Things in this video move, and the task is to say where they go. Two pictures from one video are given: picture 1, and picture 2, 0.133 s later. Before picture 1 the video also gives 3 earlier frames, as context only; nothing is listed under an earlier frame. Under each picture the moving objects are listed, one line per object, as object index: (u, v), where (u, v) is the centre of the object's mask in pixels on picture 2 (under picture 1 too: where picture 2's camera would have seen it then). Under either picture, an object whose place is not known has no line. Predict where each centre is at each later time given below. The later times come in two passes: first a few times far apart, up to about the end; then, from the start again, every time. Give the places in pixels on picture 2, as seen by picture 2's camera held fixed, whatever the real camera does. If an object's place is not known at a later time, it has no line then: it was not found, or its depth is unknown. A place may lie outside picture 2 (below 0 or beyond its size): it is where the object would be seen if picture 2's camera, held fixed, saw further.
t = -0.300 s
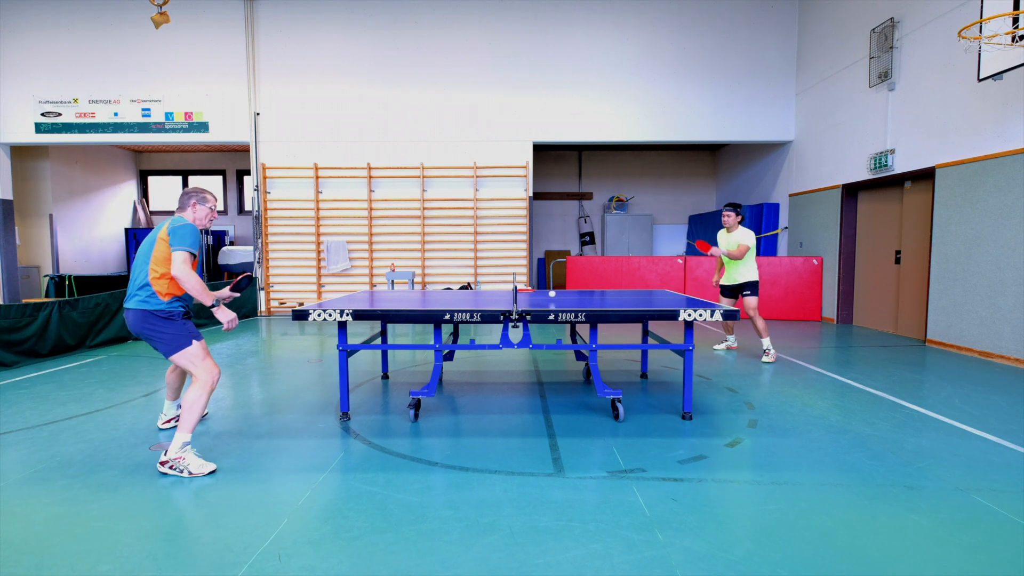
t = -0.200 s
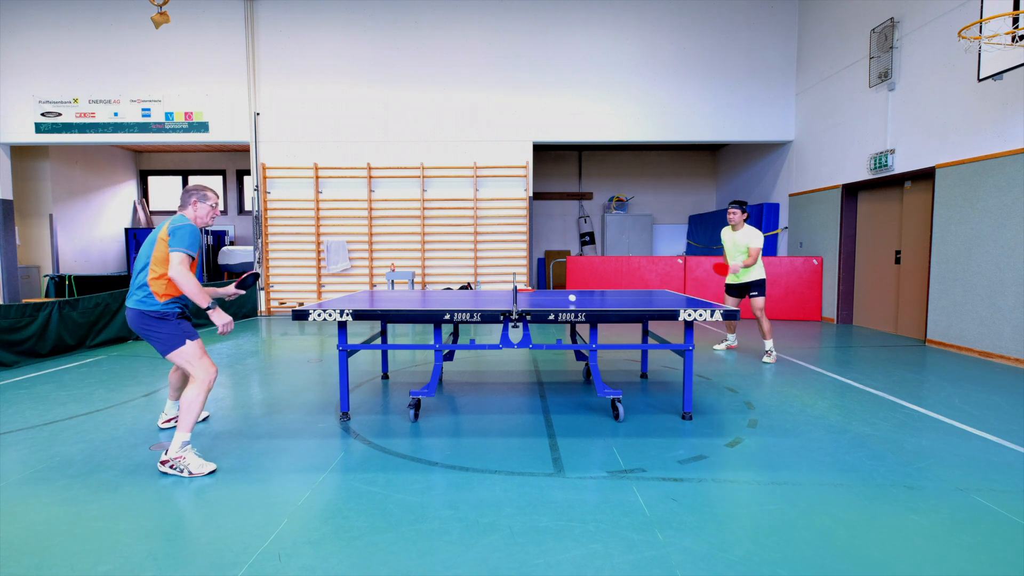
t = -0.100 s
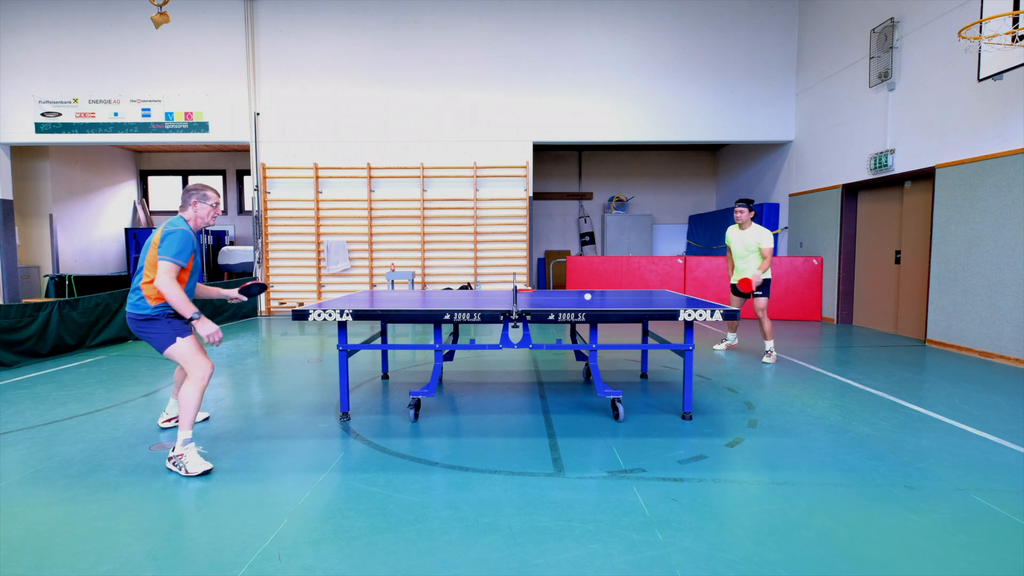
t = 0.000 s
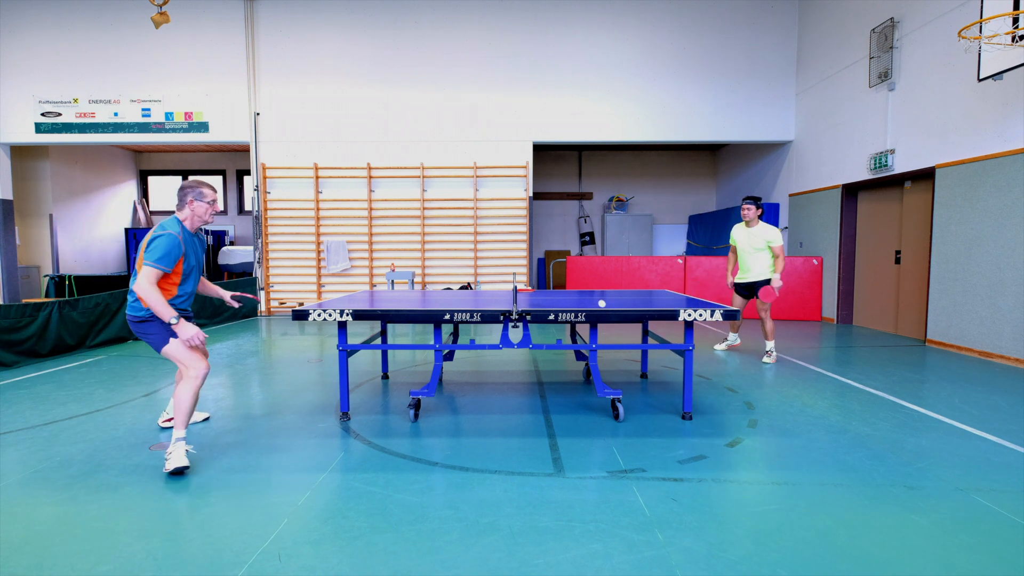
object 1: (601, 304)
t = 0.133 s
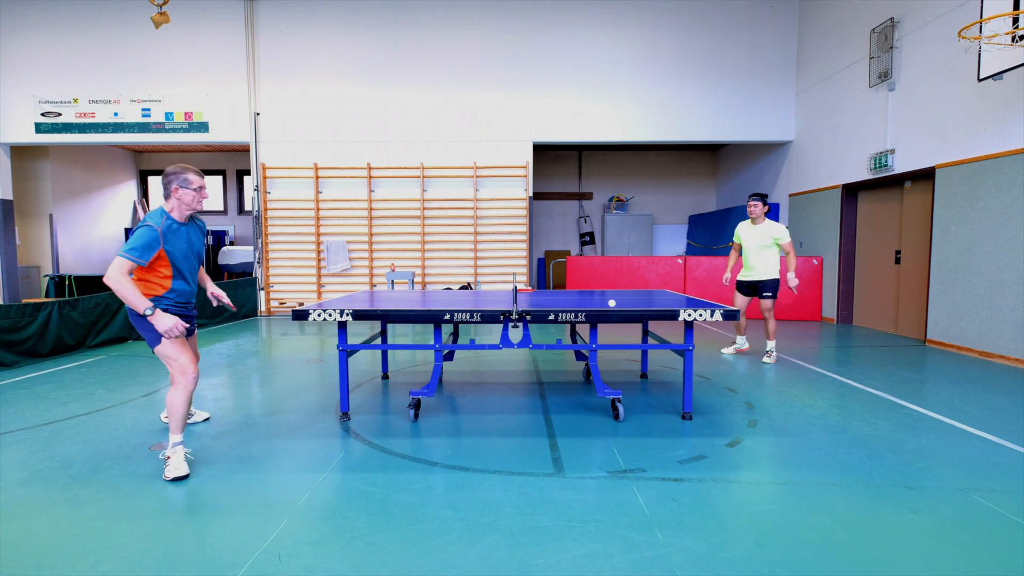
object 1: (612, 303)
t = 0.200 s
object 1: (616, 313)
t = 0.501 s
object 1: (641, 461)
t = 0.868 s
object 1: (508, 398)
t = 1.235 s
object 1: (343, 488)
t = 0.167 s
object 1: (614, 307)
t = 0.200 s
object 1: (616, 313)
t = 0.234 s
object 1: (619, 320)
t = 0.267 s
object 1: (621, 330)
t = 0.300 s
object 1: (623, 342)
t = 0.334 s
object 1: (626, 356)
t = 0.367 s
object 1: (628, 372)
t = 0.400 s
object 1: (631, 391)
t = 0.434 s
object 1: (634, 412)
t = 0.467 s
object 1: (637, 435)
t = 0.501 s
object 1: (641, 461)
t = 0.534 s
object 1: (632, 450)
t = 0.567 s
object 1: (621, 435)
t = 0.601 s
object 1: (610, 422)
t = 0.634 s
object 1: (598, 411)
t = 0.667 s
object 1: (587, 403)
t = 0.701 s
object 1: (574, 396)
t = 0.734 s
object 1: (562, 392)
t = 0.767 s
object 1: (549, 390)
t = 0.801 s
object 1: (536, 390)
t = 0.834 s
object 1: (522, 392)
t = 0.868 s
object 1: (508, 398)
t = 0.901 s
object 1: (494, 406)
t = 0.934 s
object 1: (479, 417)
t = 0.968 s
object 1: (464, 431)
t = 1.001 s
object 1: (450, 448)
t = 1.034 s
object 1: (435, 468)
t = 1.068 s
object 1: (420, 491)
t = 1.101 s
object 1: (406, 517)
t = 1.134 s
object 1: (391, 528)
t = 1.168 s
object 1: (375, 512)
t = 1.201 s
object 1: (359, 498)
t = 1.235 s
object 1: (343, 488)
